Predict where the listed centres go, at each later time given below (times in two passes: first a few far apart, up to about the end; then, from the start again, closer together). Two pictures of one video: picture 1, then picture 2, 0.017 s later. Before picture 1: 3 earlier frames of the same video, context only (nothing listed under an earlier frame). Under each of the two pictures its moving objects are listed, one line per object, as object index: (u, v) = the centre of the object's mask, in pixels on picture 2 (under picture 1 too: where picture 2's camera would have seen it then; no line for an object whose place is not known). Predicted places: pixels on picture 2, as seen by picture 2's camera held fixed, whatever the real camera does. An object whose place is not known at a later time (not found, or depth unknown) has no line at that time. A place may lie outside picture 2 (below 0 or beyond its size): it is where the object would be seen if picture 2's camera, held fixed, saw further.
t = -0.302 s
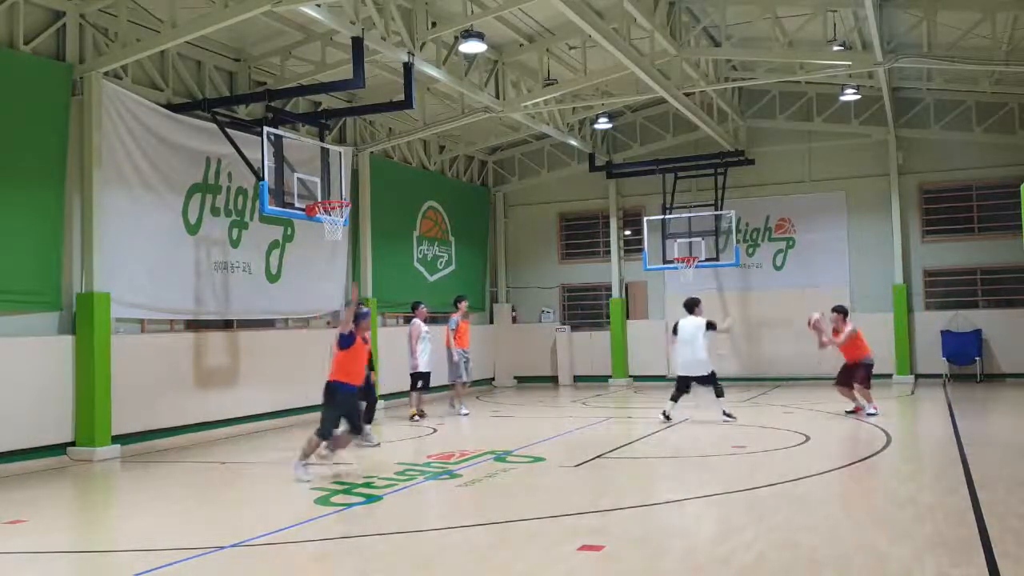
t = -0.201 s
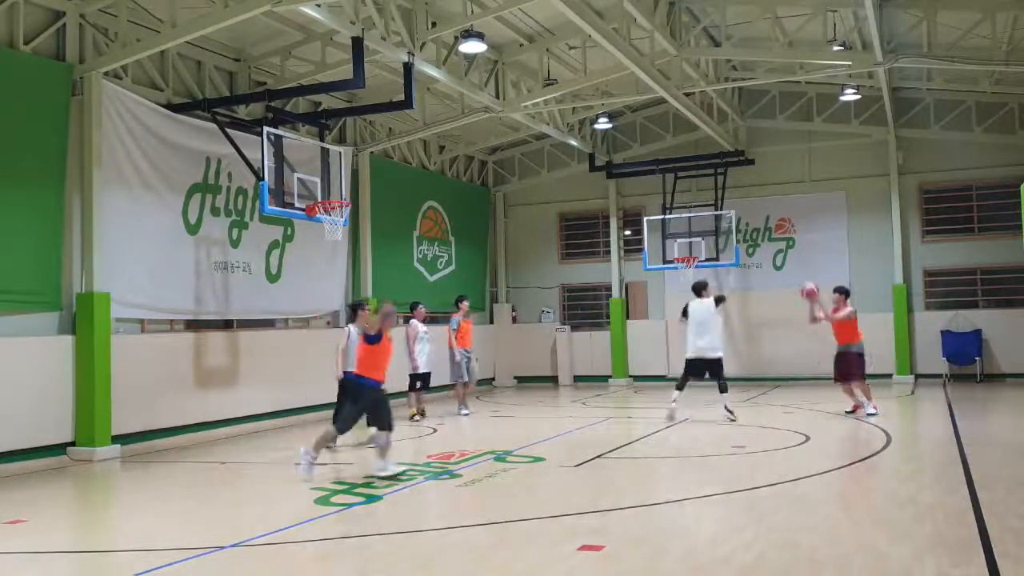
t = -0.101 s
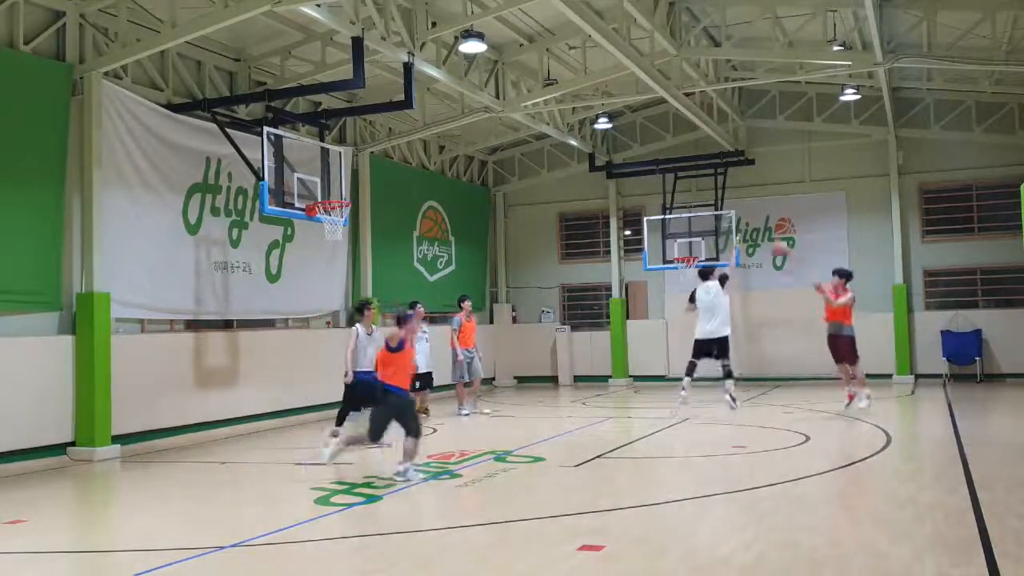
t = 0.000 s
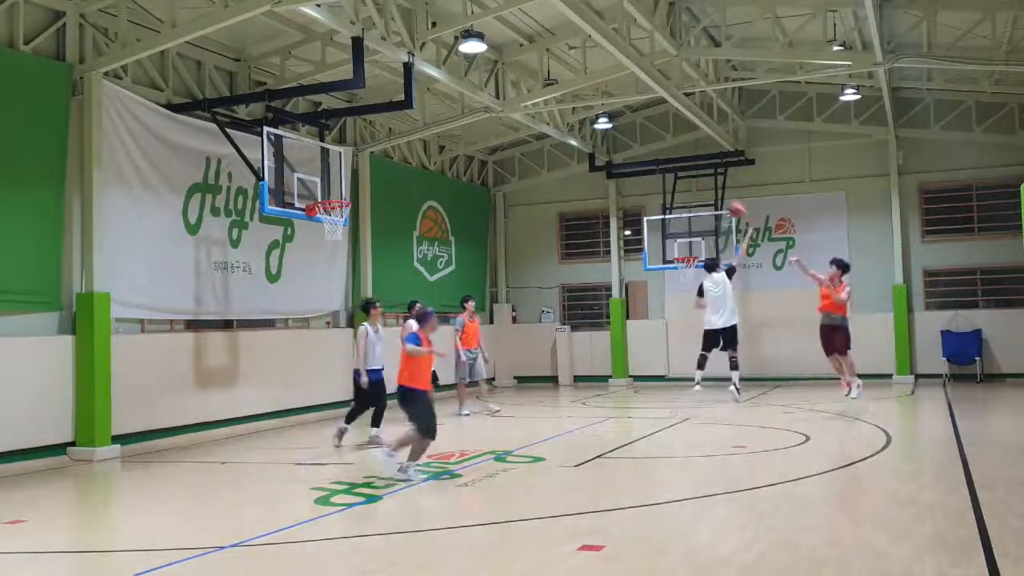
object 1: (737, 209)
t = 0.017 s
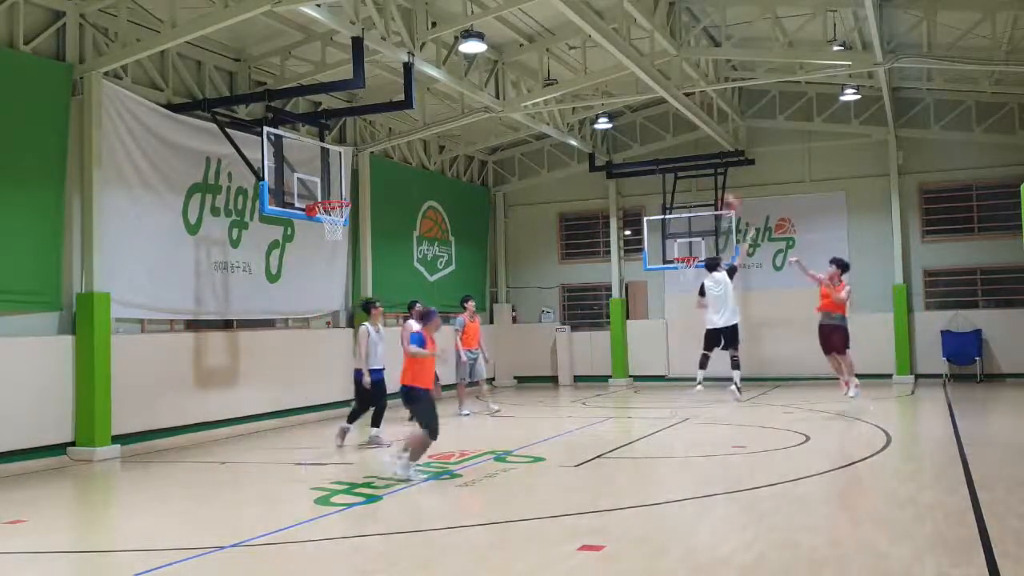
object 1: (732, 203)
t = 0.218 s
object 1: (650, 147)
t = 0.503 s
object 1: (531, 117)
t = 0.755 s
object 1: (433, 135)
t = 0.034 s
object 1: (723, 197)
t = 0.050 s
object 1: (710, 188)
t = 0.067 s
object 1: (708, 187)
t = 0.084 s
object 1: (702, 182)
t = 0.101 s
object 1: (695, 176)
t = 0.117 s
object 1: (688, 171)
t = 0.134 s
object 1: (683, 169)
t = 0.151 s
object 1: (675, 163)
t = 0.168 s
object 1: (669, 160)
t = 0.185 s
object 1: (659, 158)
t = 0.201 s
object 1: (659, 147)
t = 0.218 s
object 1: (650, 147)
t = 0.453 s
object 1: (551, 120)
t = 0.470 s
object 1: (544, 118)
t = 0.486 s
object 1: (539, 117)
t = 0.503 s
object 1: (531, 117)
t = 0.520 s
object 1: (523, 116)
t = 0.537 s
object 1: (518, 116)
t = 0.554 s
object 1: (511, 116)
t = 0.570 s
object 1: (505, 117)
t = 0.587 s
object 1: (499, 118)
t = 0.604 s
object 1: (492, 118)
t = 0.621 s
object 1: (486, 120)
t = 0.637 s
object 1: (479, 120)
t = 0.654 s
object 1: (470, 121)
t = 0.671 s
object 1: (466, 124)
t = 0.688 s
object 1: (460, 124)
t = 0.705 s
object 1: (453, 130)
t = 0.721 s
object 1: (446, 132)
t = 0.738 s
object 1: (441, 133)
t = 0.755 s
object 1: (433, 135)
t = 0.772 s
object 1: (429, 142)
